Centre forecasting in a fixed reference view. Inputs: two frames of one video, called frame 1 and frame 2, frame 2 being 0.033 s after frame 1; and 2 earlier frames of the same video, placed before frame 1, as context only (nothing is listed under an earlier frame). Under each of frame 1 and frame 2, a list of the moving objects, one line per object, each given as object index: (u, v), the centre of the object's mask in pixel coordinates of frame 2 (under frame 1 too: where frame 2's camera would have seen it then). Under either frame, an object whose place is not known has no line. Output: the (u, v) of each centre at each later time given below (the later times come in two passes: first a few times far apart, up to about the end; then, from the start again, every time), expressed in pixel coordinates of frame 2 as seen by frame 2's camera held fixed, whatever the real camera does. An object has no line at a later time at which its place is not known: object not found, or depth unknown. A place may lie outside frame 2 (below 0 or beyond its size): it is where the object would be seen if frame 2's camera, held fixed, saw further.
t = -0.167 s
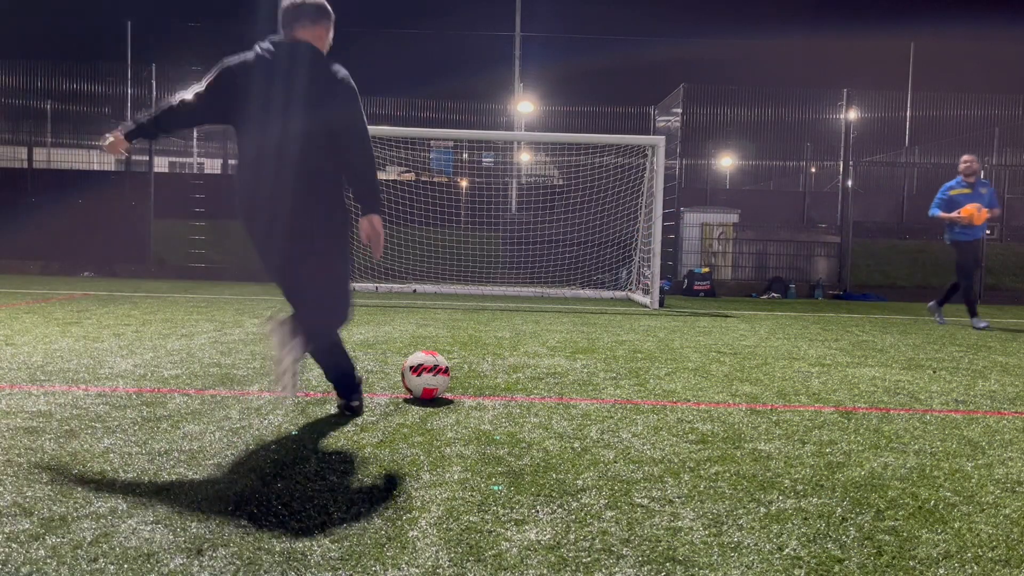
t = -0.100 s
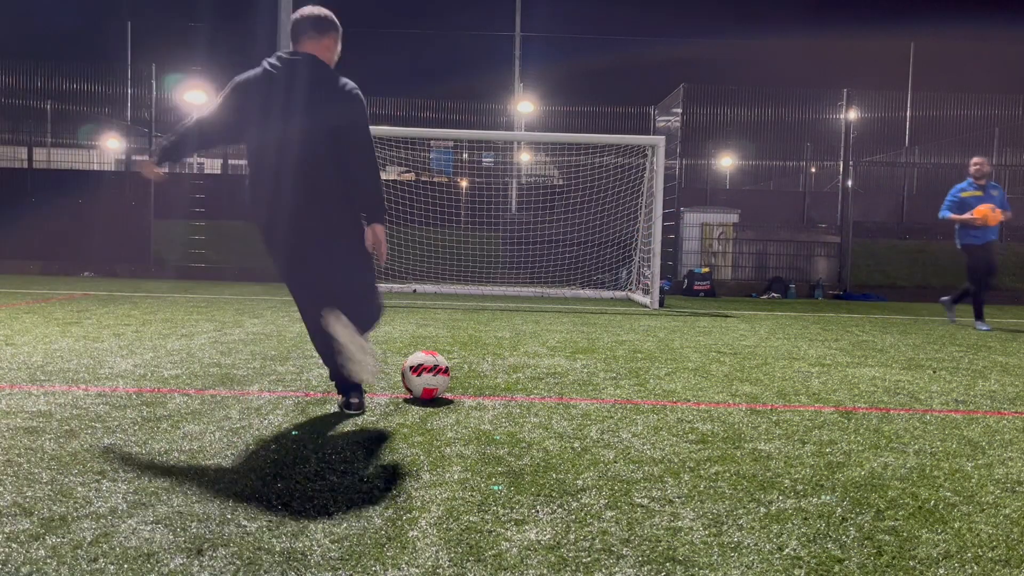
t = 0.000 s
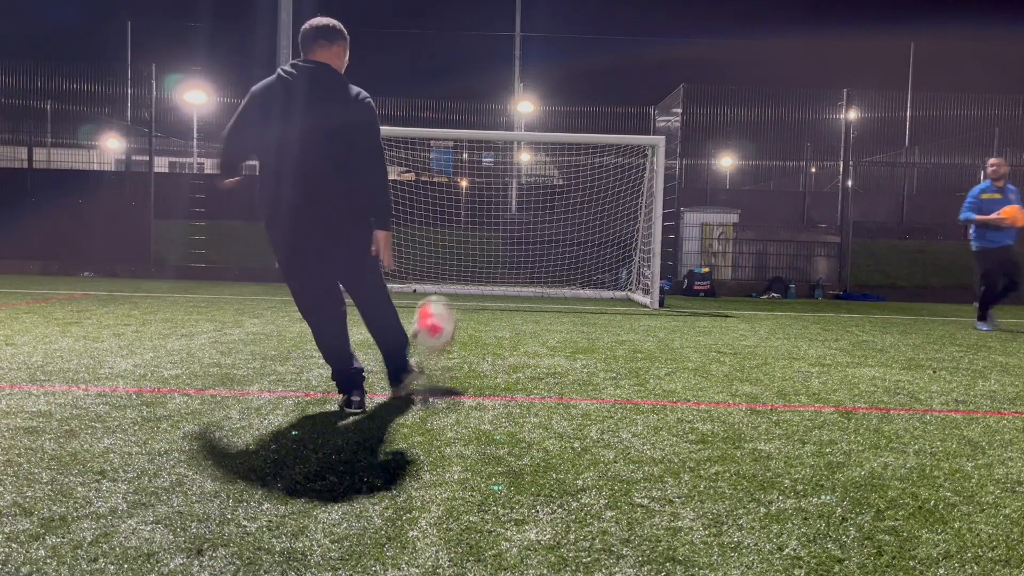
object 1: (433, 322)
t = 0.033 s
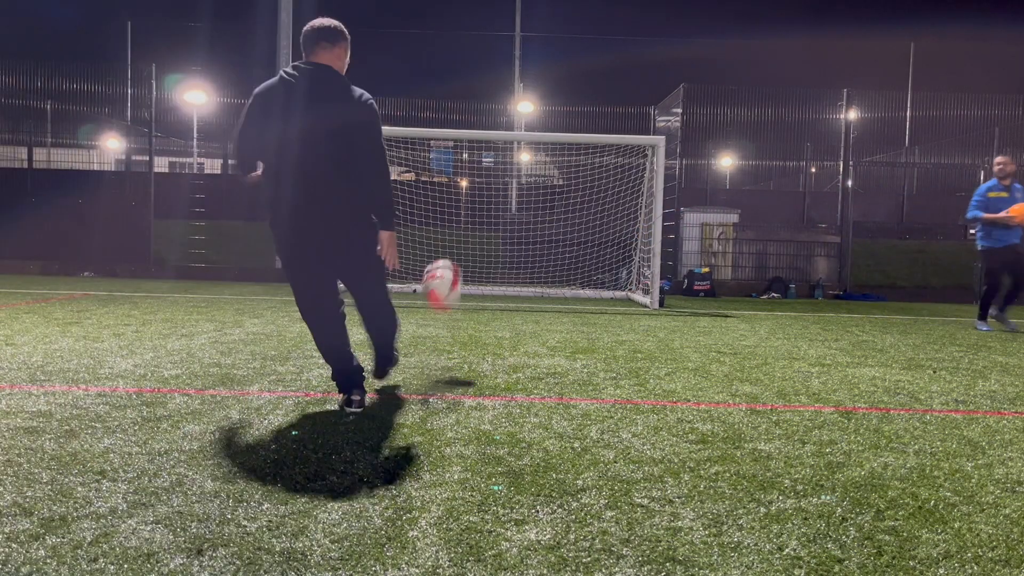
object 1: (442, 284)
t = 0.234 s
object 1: (466, 157)
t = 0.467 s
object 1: (477, 121)
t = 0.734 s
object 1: (481, 111)
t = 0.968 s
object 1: (480, 127)
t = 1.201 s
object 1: (479, 171)
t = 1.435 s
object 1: (478, 239)
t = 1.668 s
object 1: (479, 245)
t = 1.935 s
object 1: (484, 202)
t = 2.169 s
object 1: (487, 203)
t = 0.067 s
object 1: (448, 255)
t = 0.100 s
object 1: (453, 227)
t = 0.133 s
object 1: (457, 203)
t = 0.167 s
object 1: (461, 185)
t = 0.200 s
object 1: (463, 171)
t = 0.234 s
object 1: (466, 157)
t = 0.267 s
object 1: (469, 148)
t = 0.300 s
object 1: (471, 140)
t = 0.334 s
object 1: (472, 133)
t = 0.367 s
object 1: (474, 128)
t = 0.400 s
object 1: (475, 125)
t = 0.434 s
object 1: (476, 122)
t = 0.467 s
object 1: (477, 121)
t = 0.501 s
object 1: (478, 121)
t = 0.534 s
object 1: (479, 120)
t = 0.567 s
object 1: (479, 116)
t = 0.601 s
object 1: (480, 113)
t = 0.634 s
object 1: (480, 111)
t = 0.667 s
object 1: (480, 110)
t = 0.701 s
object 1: (480, 110)
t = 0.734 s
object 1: (481, 111)
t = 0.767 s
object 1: (481, 112)
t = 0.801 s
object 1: (481, 114)
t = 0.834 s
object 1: (481, 116)
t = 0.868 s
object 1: (481, 119)
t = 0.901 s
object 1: (481, 123)
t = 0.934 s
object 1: (481, 125)
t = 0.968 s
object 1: (480, 127)
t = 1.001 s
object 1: (480, 129)
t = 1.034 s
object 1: (480, 142)
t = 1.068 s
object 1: (480, 146)
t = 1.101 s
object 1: (480, 151)
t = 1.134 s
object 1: (480, 157)
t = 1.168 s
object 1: (480, 164)
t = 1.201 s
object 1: (479, 171)
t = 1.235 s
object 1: (479, 178)
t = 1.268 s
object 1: (480, 186)
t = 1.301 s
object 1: (480, 196)
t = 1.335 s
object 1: (479, 205)
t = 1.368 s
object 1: (479, 215)
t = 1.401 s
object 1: (478, 227)
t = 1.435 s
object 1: (478, 239)
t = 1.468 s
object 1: (478, 252)
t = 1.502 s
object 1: (477, 267)
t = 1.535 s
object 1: (477, 278)
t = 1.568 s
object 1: (477, 272)
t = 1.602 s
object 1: (478, 263)
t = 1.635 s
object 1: (479, 254)
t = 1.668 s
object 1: (479, 245)
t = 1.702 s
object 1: (480, 237)
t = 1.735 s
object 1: (481, 231)
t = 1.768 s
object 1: (481, 225)
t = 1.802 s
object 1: (482, 218)
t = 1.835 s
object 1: (483, 214)
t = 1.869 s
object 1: (483, 210)
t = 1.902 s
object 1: (483, 206)
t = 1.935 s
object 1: (484, 202)
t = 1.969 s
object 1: (484, 201)
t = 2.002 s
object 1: (485, 199)
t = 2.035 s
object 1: (485, 198)
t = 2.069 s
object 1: (486, 198)
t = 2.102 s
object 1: (486, 199)
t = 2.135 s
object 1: (487, 201)
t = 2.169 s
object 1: (487, 203)
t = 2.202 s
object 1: (488, 206)
